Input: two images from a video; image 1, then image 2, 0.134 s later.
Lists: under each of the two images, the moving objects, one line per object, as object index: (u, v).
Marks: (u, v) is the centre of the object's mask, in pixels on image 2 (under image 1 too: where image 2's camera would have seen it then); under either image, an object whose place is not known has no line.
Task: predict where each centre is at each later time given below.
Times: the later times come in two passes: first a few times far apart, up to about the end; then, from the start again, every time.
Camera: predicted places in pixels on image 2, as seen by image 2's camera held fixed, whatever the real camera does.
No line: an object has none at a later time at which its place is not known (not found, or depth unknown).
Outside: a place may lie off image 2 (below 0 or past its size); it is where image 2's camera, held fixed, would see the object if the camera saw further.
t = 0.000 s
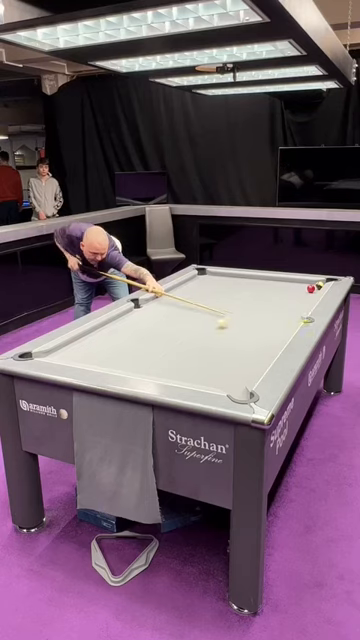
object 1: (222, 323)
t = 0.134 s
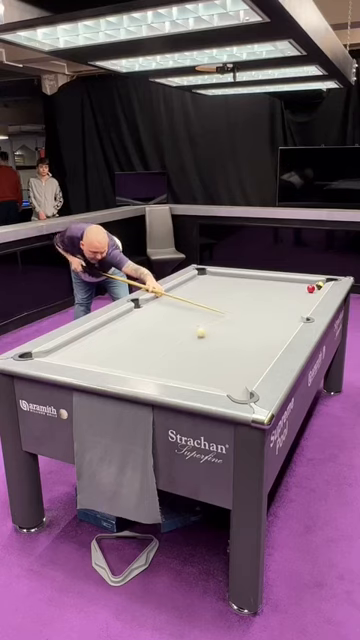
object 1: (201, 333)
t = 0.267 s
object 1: (178, 342)
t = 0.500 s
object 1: (134, 359)
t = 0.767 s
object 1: (102, 357)
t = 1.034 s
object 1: (89, 341)
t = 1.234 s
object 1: (94, 333)
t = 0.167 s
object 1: (195, 335)
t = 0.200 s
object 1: (189, 337)
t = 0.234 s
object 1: (183, 340)
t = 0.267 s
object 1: (178, 342)
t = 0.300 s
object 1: (172, 344)
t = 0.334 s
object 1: (166, 346)
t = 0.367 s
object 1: (161, 348)
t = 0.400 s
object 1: (153, 351)
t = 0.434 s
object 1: (148, 353)
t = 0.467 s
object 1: (141, 356)
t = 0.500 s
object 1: (134, 359)
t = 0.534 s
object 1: (127, 361)
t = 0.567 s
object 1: (121, 363)
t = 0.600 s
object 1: (115, 364)
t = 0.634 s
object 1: (108, 365)
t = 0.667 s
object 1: (106, 364)
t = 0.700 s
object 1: (105, 362)
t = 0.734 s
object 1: (103, 360)
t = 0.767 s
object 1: (102, 357)
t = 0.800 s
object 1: (101, 355)
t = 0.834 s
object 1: (100, 353)
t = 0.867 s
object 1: (99, 351)
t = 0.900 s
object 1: (96, 349)
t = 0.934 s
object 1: (94, 347)
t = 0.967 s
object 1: (92, 345)
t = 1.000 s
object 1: (91, 344)
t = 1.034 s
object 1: (89, 341)
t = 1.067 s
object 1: (88, 340)
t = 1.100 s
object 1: (86, 338)
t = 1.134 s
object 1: (84, 336)
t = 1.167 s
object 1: (85, 335)
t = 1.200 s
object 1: (90, 334)
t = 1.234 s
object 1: (94, 333)
